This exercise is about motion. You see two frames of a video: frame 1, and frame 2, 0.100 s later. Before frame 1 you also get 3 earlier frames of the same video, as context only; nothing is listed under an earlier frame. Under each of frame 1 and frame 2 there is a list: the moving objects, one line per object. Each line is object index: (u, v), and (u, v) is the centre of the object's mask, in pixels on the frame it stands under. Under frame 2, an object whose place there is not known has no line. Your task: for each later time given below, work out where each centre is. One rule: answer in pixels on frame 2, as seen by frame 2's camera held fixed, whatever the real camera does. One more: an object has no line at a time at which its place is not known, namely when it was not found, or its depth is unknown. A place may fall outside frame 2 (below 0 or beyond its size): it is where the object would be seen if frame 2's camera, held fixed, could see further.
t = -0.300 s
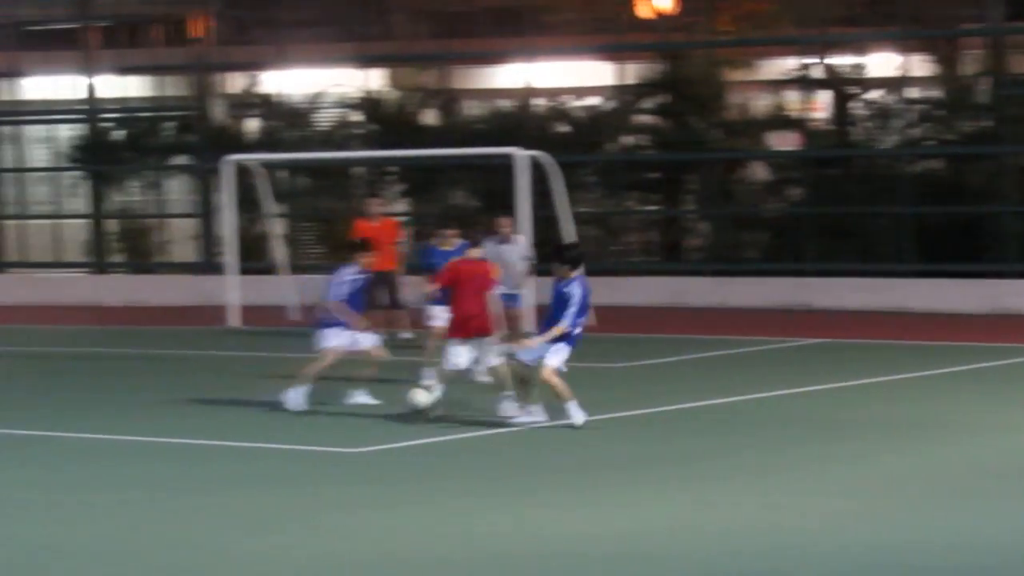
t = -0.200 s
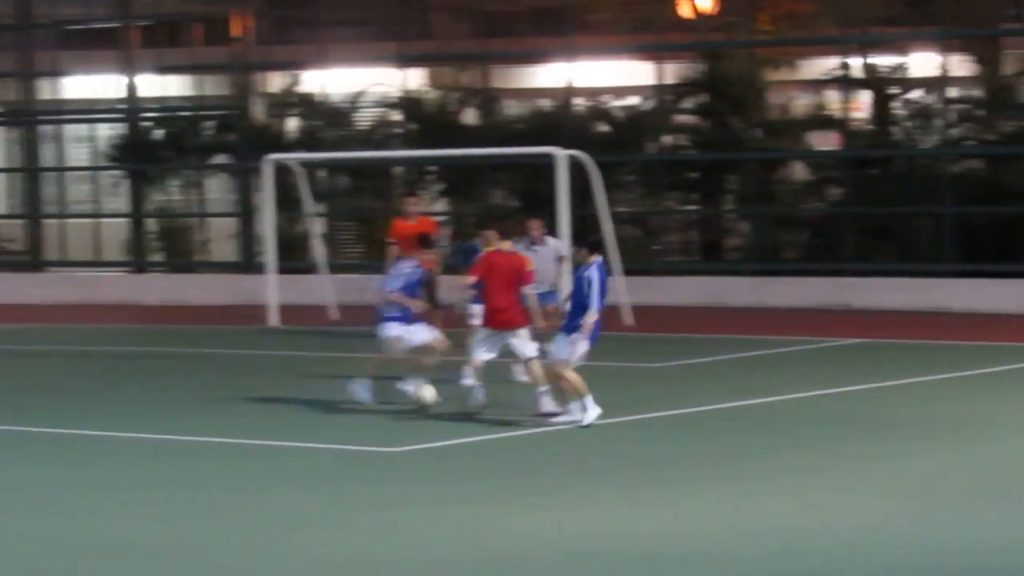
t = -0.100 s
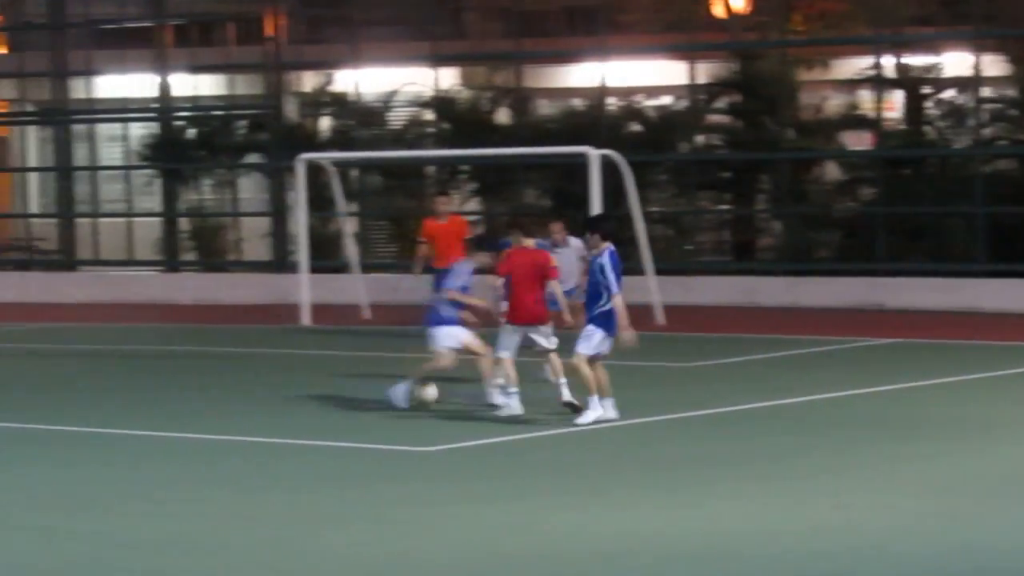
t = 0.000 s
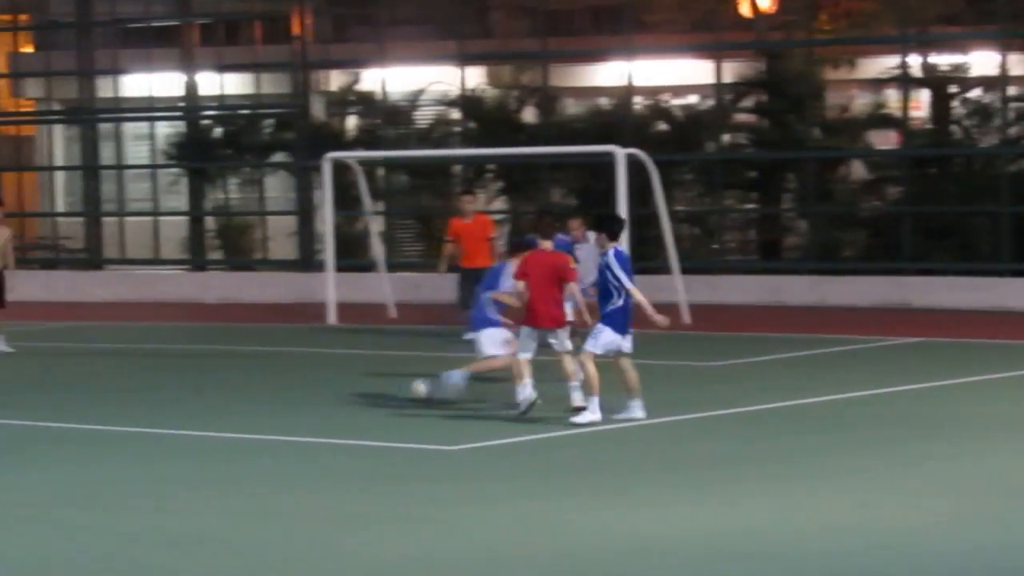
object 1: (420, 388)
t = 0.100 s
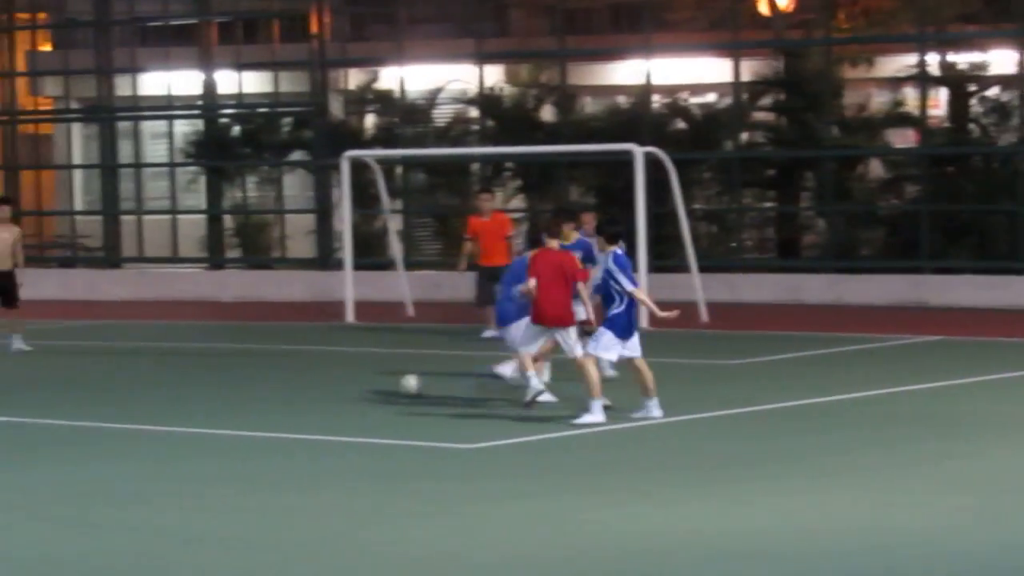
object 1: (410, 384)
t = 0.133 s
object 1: (400, 382)
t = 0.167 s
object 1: (390, 381)
